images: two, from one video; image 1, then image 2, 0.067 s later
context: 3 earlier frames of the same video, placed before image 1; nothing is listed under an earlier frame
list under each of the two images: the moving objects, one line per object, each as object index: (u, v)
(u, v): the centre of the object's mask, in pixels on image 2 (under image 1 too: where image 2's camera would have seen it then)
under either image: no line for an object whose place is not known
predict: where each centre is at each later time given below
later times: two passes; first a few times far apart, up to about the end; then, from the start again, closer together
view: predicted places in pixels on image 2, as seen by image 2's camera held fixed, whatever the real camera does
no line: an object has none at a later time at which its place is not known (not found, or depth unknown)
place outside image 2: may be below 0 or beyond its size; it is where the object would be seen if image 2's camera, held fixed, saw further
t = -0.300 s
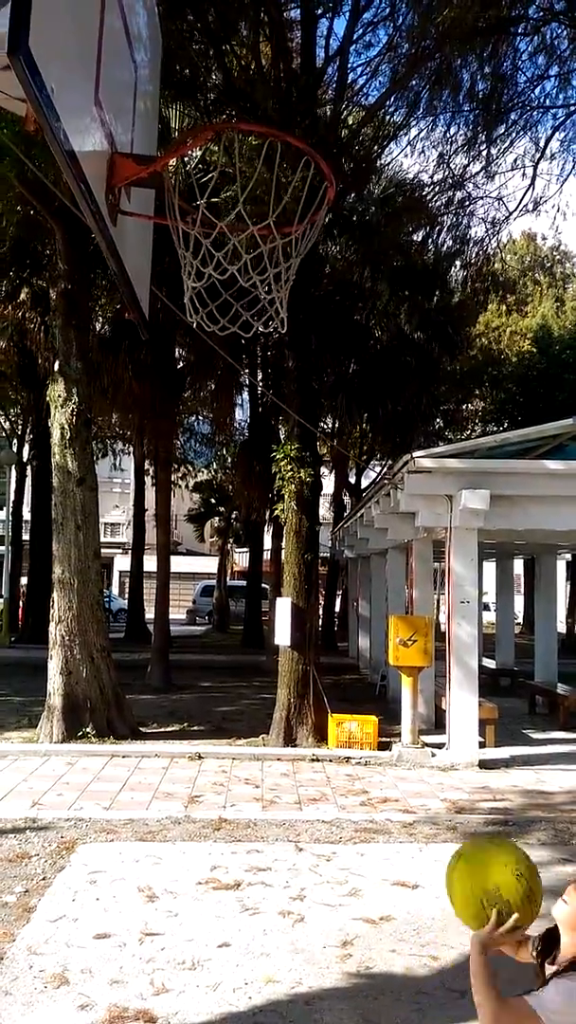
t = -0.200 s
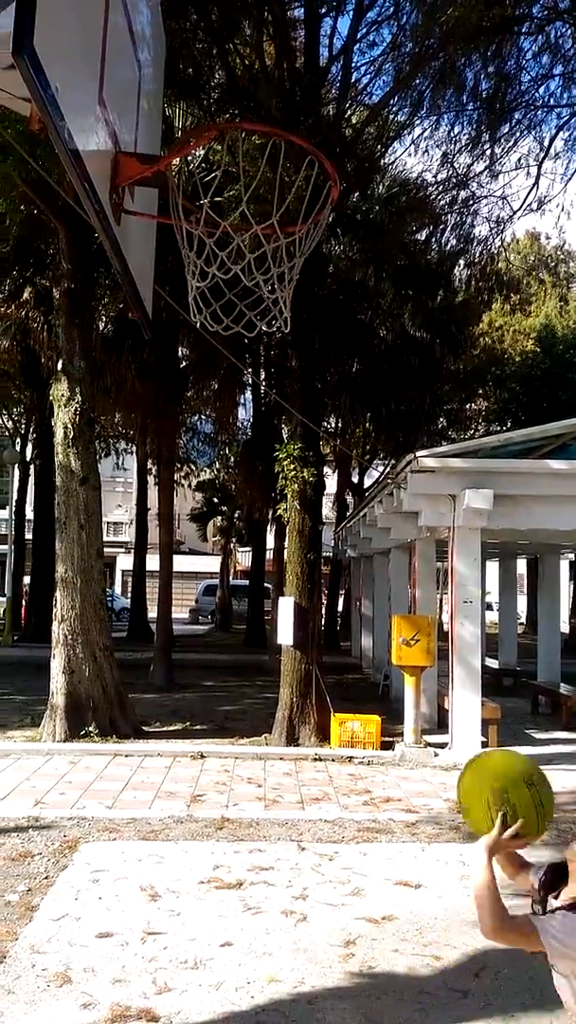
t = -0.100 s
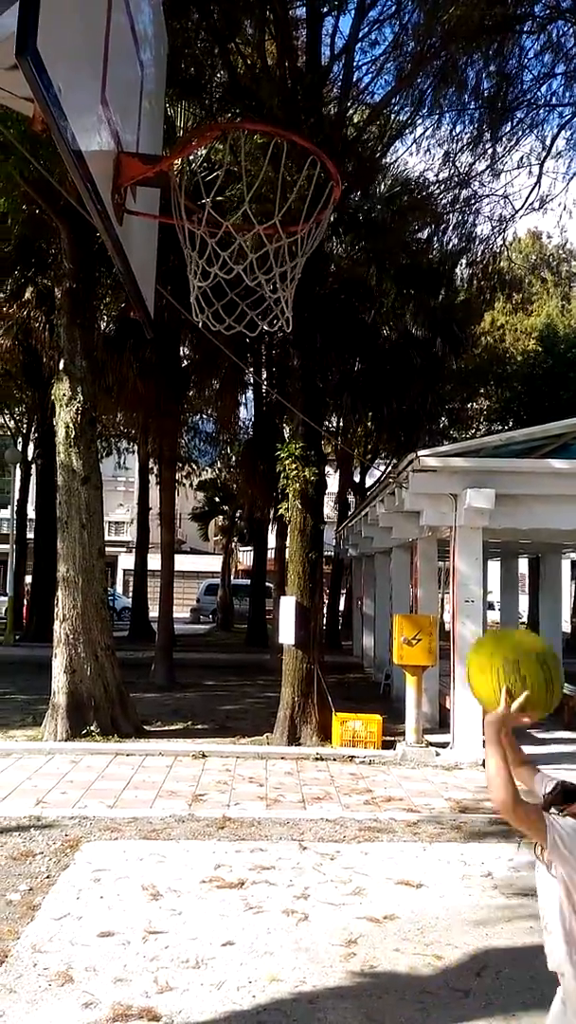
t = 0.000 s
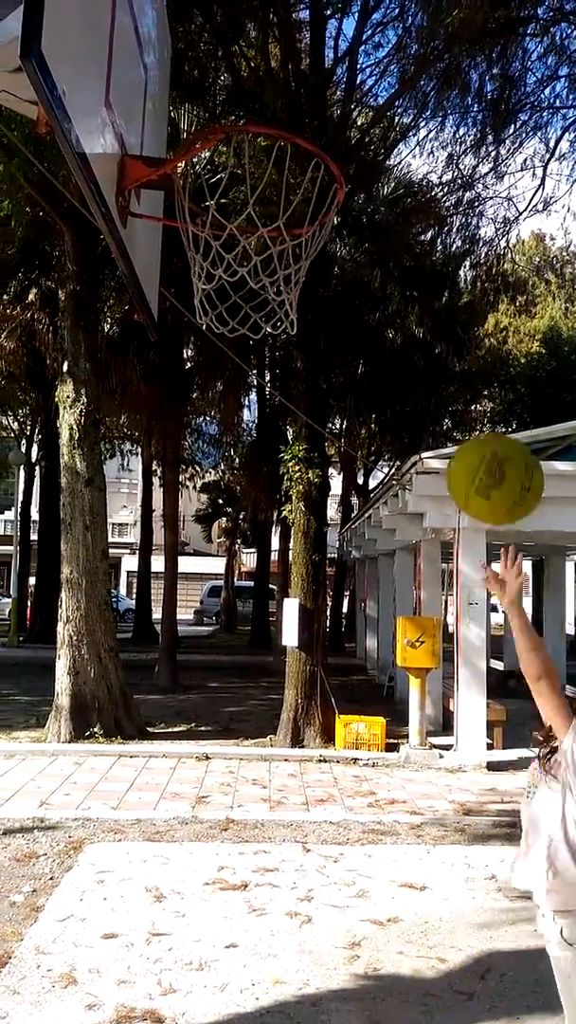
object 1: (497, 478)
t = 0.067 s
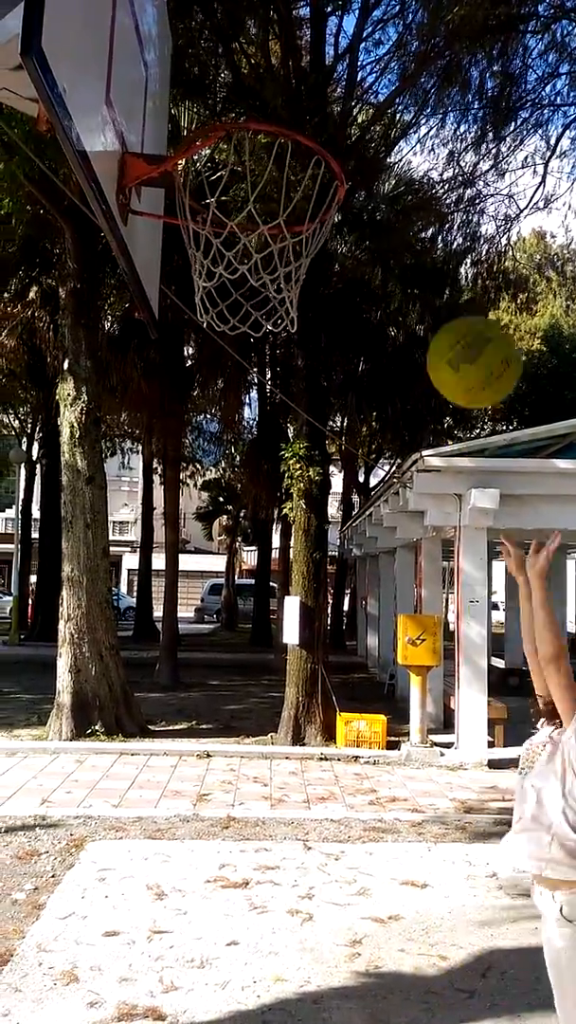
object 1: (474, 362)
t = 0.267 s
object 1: (412, 132)
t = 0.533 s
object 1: (334, 65)
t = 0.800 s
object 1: (252, 234)
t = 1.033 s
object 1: (199, 509)
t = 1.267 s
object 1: (136, 978)
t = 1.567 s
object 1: (99, 741)
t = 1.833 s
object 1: (76, 453)
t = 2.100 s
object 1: (34, 425)
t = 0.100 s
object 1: (464, 312)
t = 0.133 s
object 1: (453, 267)
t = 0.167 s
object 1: (443, 226)
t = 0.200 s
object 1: (432, 190)
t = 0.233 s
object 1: (422, 159)
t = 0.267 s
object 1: (412, 132)
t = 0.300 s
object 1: (403, 109)
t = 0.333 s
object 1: (393, 92)
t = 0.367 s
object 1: (384, 78)
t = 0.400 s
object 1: (373, 67)
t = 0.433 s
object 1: (364, 62)
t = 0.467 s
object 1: (353, 58)
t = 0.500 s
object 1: (343, 60)
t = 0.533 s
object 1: (334, 65)
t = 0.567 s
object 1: (324, 73)
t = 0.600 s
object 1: (314, 86)
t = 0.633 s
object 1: (305, 100)
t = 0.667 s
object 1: (294, 120)
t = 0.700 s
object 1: (284, 143)
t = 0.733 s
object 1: (273, 171)
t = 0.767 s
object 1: (264, 200)
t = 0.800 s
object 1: (252, 234)
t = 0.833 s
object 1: (243, 274)
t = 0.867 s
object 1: (235, 306)
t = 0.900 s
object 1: (228, 339)
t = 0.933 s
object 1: (221, 375)
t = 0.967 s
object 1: (214, 416)
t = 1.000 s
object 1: (206, 461)
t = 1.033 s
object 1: (199, 509)
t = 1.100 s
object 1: (182, 619)
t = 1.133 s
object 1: (172, 682)
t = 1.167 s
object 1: (161, 749)
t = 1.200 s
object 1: (151, 821)
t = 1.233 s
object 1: (144, 897)
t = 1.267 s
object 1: (136, 978)
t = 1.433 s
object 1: (110, 978)
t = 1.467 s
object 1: (108, 914)
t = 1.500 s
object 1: (102, 851)
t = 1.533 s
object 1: (101, 793)
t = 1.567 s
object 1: (99, 741)
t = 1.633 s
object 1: (95, 645)
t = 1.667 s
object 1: (93, 603)
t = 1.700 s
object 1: (90, 564)
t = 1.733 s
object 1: (87, 531)
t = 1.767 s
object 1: (83, 501)
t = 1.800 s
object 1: (80, 476)
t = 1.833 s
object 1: (76, 453)
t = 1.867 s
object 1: (71, 435)
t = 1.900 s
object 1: (67, 420)
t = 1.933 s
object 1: (62, 411)
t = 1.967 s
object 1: (57, 405)
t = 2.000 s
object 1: (52, 403)
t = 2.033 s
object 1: (47, 406)
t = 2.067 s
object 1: (40, 413)
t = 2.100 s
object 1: (34, 425)
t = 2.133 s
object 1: (27, 442)
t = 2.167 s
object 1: (20, 463)
